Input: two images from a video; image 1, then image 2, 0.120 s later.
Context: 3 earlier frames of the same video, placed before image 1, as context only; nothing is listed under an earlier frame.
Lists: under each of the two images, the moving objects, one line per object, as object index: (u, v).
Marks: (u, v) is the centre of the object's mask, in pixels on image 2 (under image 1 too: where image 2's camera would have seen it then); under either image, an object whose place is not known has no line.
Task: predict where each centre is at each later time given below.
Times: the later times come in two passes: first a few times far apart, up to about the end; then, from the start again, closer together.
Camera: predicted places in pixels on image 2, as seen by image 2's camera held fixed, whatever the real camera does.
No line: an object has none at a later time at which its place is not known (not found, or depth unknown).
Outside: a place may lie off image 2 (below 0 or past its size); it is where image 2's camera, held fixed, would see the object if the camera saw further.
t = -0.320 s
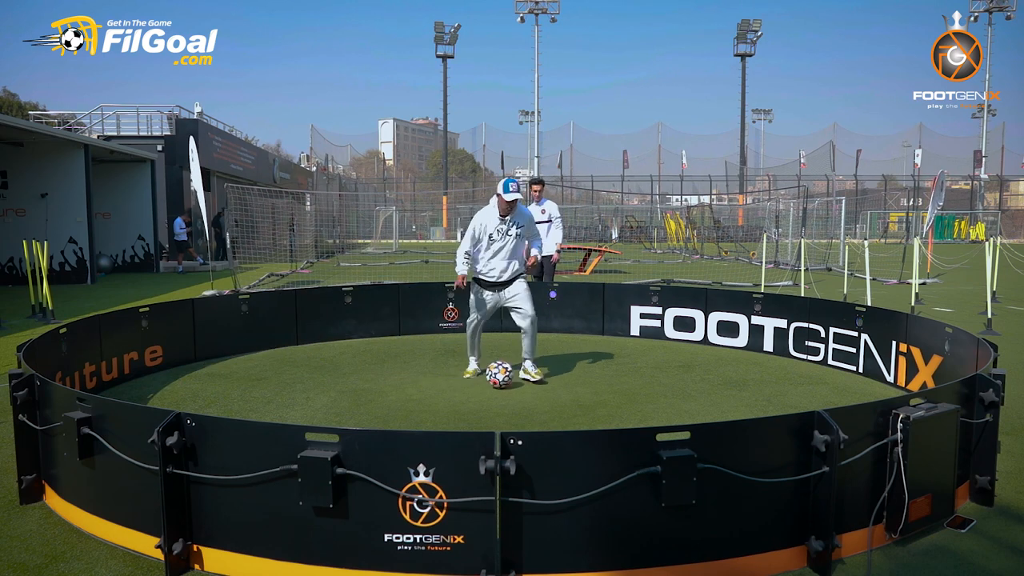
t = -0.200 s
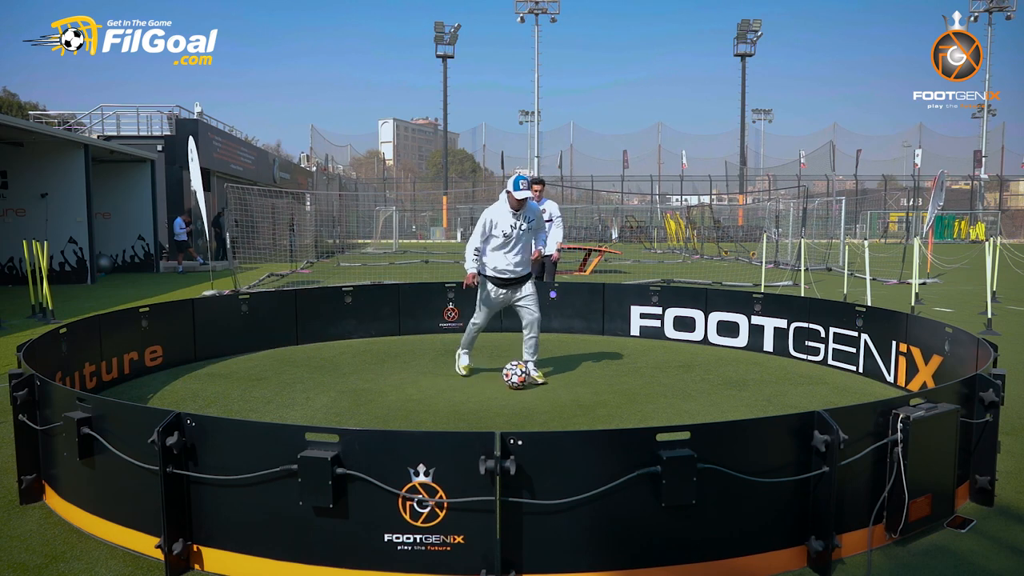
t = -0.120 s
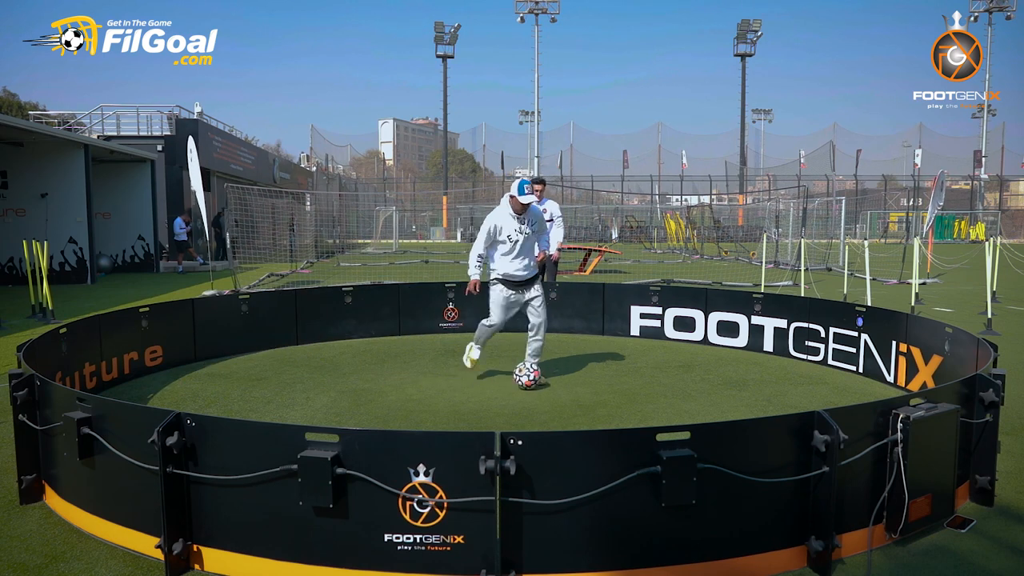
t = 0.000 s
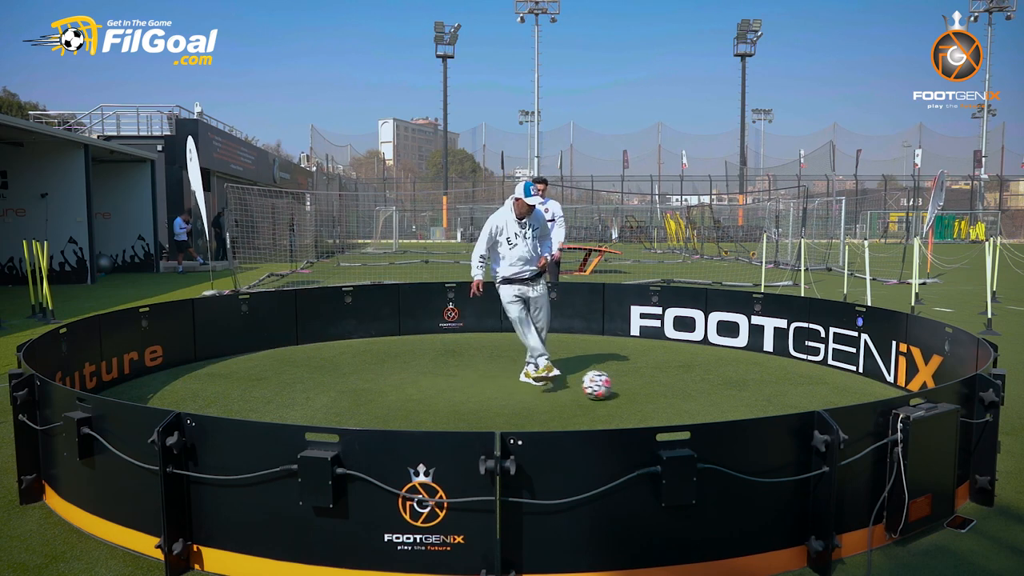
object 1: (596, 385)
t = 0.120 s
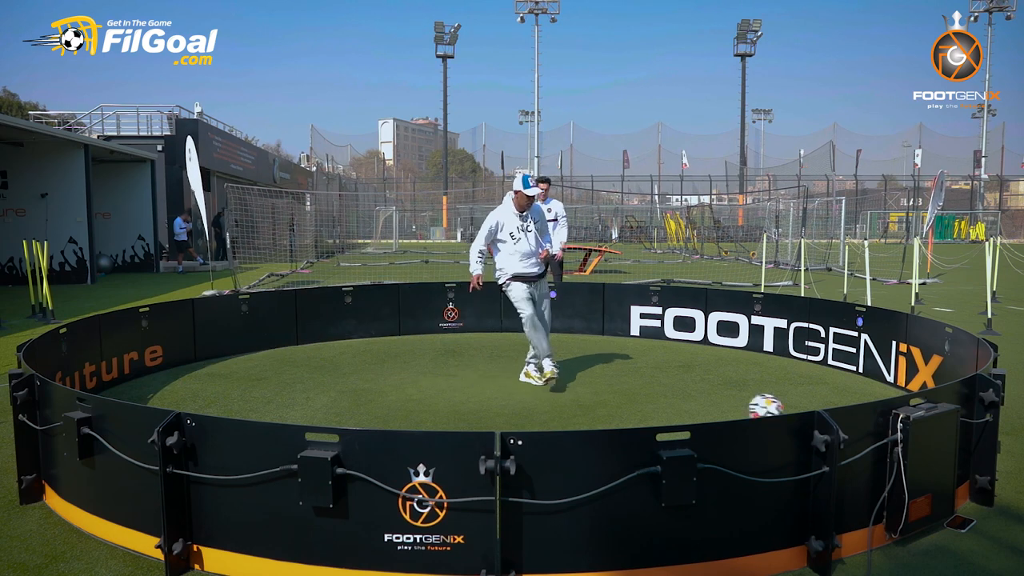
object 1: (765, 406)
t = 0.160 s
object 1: (826, 405)
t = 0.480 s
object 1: (714, 412)
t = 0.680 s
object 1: (577, 406)
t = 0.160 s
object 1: (826, 405)
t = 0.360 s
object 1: (830, 404)
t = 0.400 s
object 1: (790, 406)
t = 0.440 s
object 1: (750, 410)
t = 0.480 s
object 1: (714, 412)
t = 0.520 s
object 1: (686, 409)
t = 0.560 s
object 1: (658, 405)
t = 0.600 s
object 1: (630, 403)
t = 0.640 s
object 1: (604, 403)
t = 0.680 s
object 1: (577, 406)
